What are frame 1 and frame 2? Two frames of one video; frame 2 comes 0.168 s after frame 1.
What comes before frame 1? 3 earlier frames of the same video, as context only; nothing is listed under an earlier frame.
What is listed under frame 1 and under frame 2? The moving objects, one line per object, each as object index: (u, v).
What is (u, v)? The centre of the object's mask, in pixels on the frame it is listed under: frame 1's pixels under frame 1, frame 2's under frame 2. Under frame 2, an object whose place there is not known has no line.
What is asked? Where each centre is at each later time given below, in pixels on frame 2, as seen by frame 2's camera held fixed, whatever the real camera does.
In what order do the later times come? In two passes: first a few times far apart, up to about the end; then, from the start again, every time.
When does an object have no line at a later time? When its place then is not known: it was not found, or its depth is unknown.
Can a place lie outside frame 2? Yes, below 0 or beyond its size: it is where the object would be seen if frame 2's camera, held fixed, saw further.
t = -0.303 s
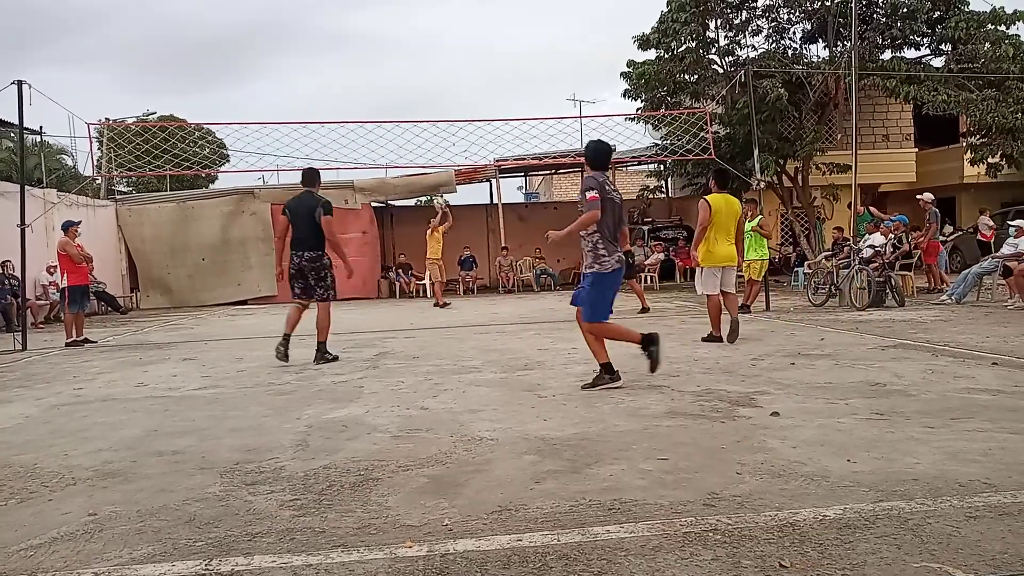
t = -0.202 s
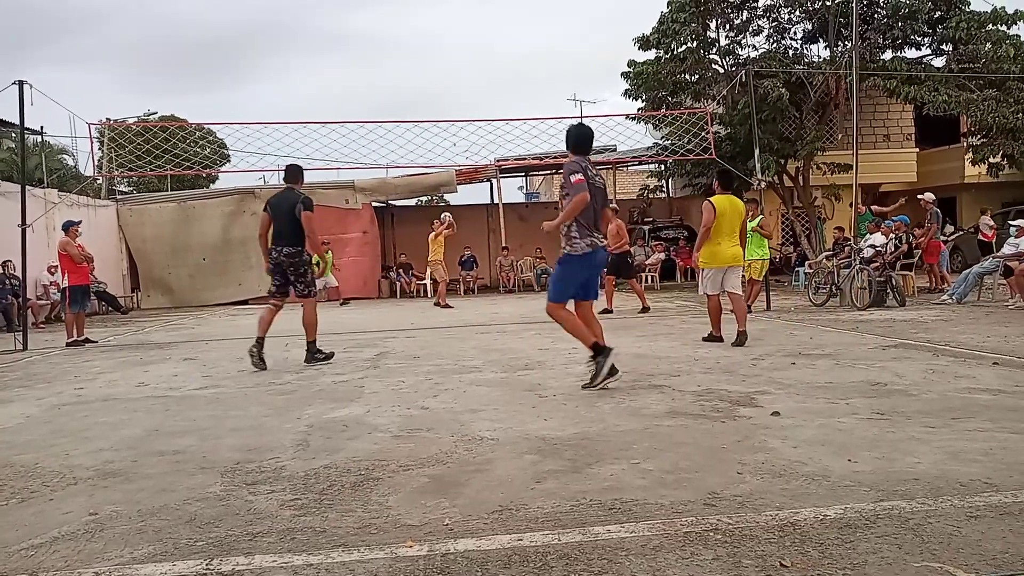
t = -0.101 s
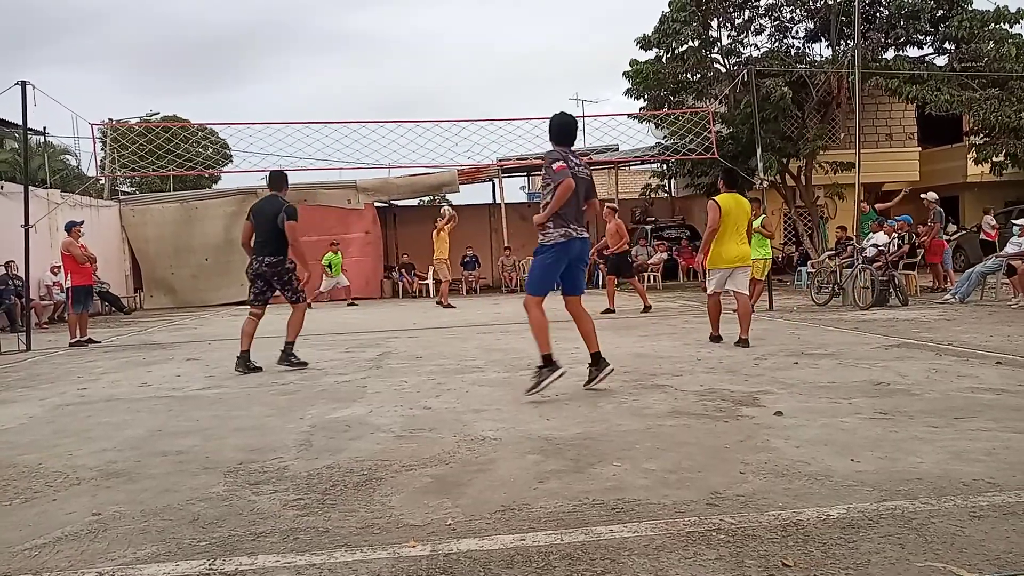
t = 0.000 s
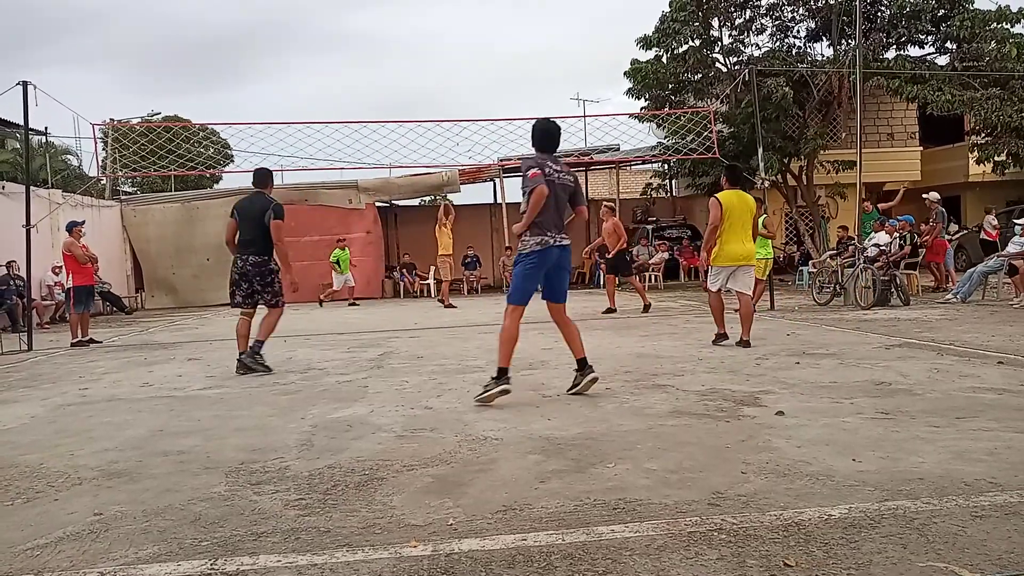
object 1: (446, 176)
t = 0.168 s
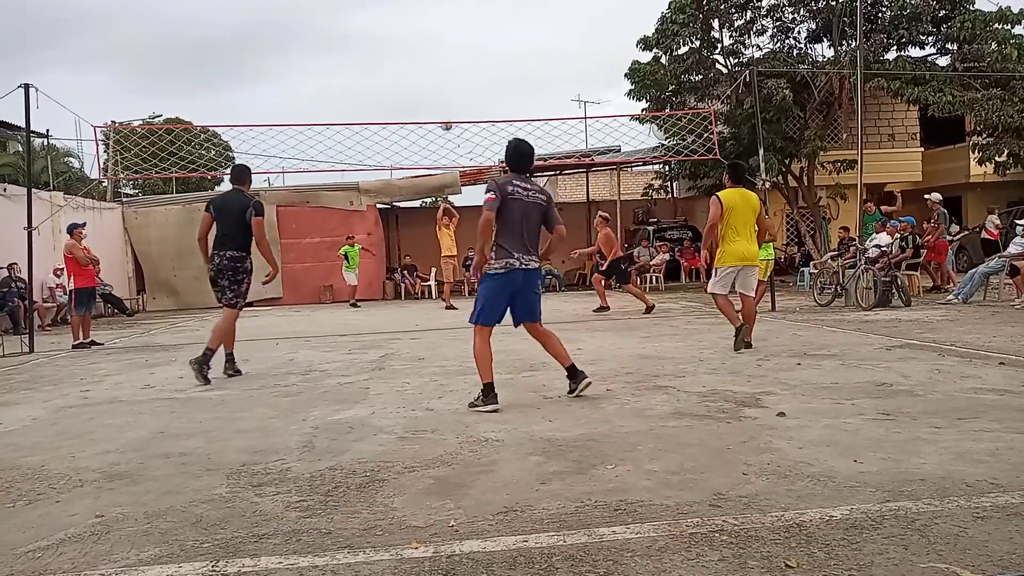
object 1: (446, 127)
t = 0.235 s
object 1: (445, 107)
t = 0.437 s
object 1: (444, 65)
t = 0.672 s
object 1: (443, 40)
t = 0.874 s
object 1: (445, 46)
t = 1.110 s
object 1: (448, 88)
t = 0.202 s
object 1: (446, 116)
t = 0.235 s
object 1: (445, 107)
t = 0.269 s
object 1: (445, 99)
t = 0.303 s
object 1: (445, 91)
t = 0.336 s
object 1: (445, 83)
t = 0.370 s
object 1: (445, 77)
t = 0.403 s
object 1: (444, 70)
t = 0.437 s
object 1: (444, 65)
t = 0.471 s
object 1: (444, 59)
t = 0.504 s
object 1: (444, 55)
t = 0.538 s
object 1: (444, 51)
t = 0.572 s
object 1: (444, 48)
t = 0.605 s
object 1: (444, 45)
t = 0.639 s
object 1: (444, 42)
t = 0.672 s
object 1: (443, 40)
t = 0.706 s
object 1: (444, 40)
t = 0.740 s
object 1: (445, 40)
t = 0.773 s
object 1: (445, 41)
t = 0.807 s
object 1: (445, 42)
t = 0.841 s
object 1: (445, 44)
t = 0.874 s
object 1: (445, 46)
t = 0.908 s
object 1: (446, 50)
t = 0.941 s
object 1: (446, 54)
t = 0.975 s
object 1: (447, 59)
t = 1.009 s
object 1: (447, 65)
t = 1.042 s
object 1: (447, 72)
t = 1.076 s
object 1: (448, 79)
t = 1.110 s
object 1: (448, 88)
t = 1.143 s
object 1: (449, 98)
